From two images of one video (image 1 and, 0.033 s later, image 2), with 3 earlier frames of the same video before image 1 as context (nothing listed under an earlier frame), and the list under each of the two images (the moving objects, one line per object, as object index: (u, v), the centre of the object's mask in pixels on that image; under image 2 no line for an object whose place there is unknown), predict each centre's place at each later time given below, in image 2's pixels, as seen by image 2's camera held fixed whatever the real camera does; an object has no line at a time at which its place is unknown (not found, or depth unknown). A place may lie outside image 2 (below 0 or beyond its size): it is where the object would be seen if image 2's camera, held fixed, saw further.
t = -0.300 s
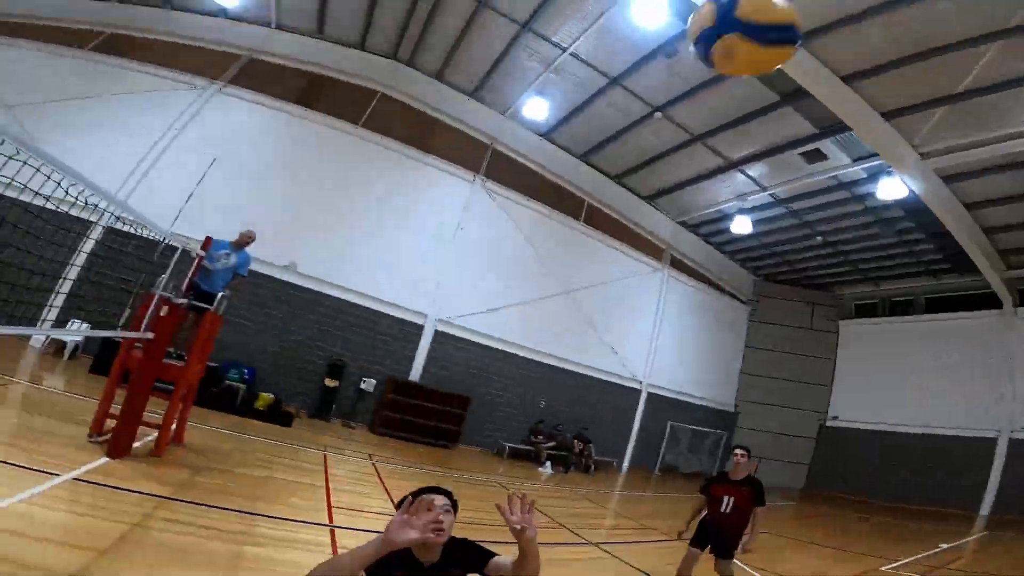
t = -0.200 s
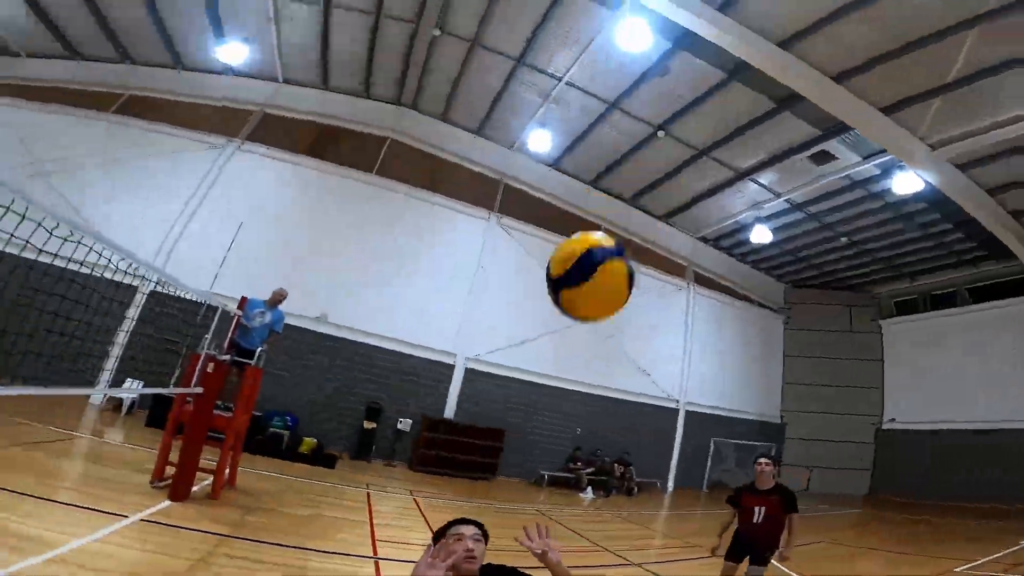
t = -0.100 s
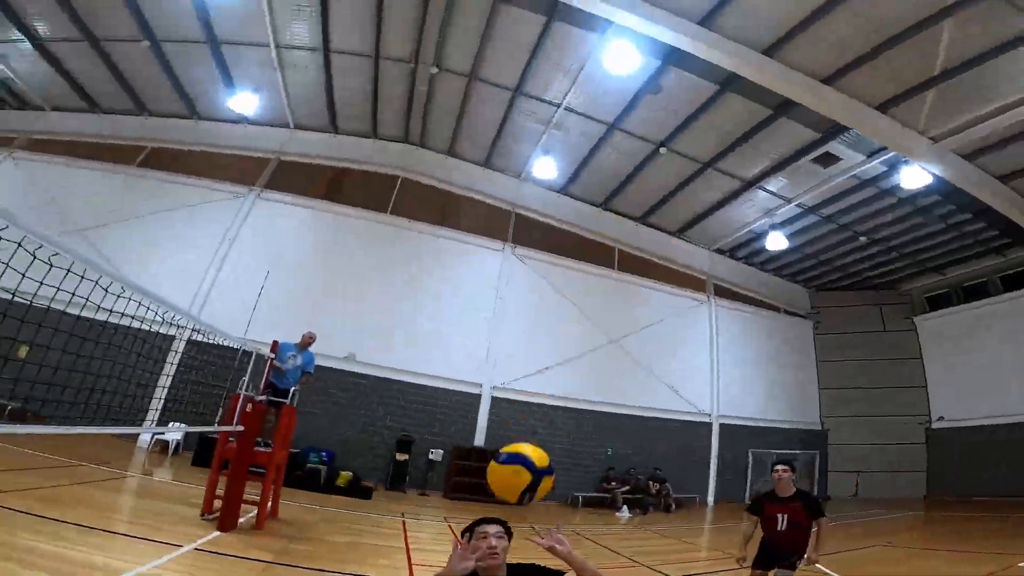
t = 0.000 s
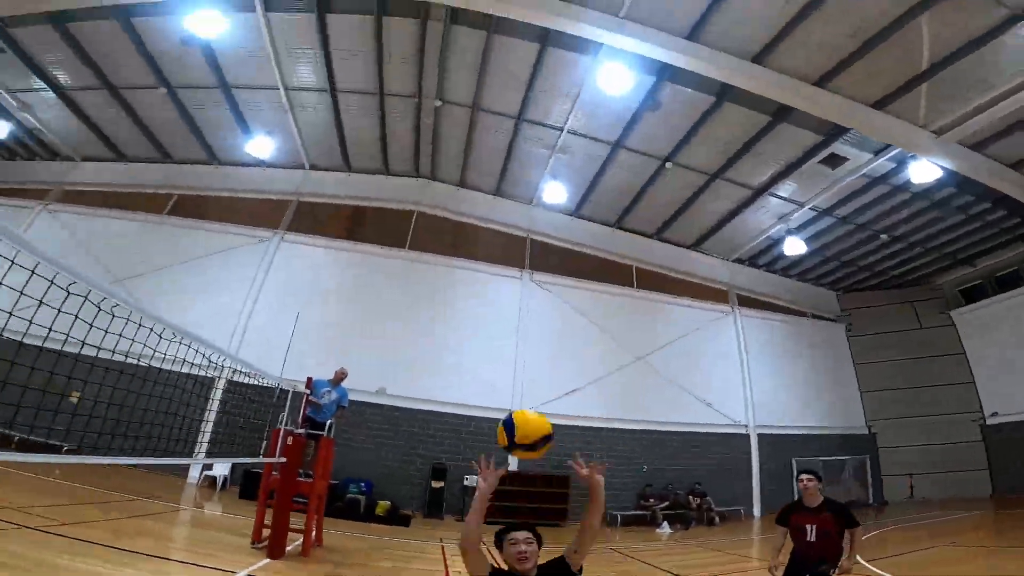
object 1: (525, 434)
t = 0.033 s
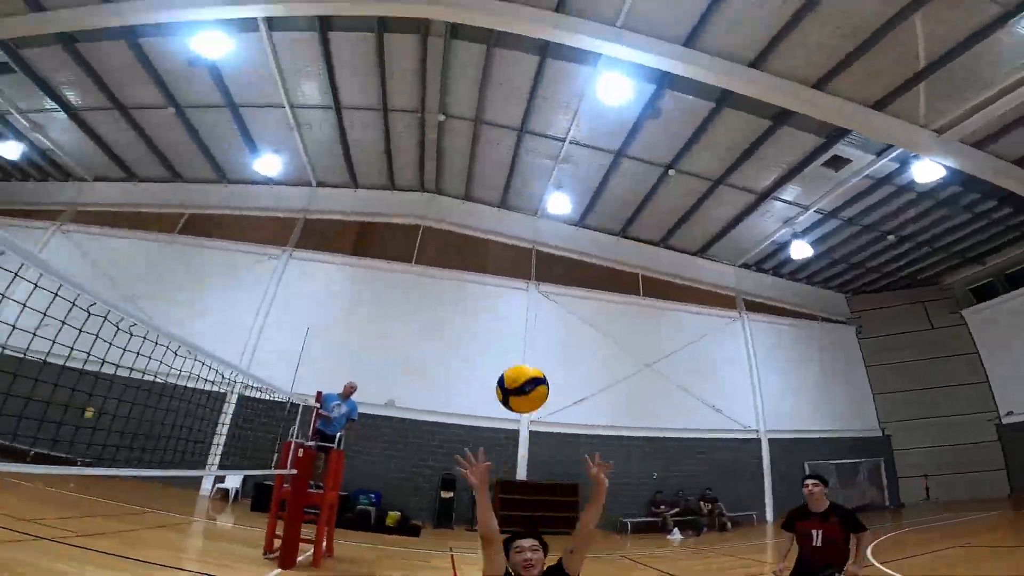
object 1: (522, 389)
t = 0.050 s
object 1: (519, 370)
